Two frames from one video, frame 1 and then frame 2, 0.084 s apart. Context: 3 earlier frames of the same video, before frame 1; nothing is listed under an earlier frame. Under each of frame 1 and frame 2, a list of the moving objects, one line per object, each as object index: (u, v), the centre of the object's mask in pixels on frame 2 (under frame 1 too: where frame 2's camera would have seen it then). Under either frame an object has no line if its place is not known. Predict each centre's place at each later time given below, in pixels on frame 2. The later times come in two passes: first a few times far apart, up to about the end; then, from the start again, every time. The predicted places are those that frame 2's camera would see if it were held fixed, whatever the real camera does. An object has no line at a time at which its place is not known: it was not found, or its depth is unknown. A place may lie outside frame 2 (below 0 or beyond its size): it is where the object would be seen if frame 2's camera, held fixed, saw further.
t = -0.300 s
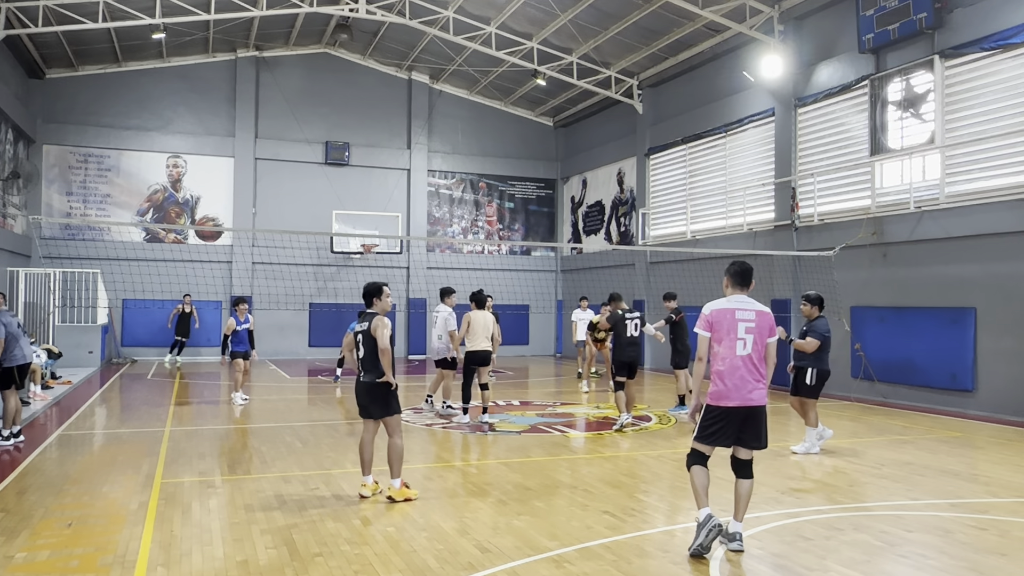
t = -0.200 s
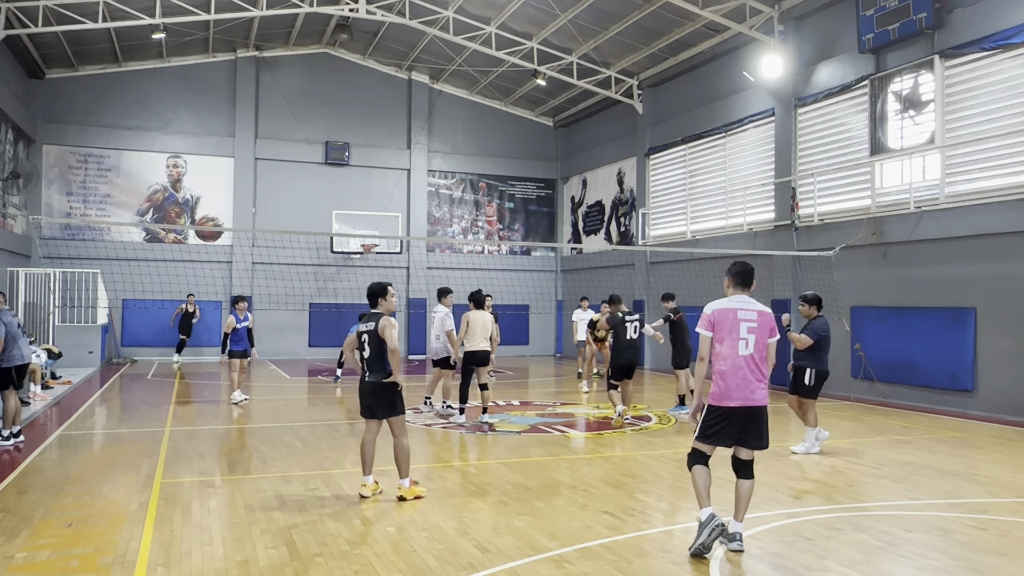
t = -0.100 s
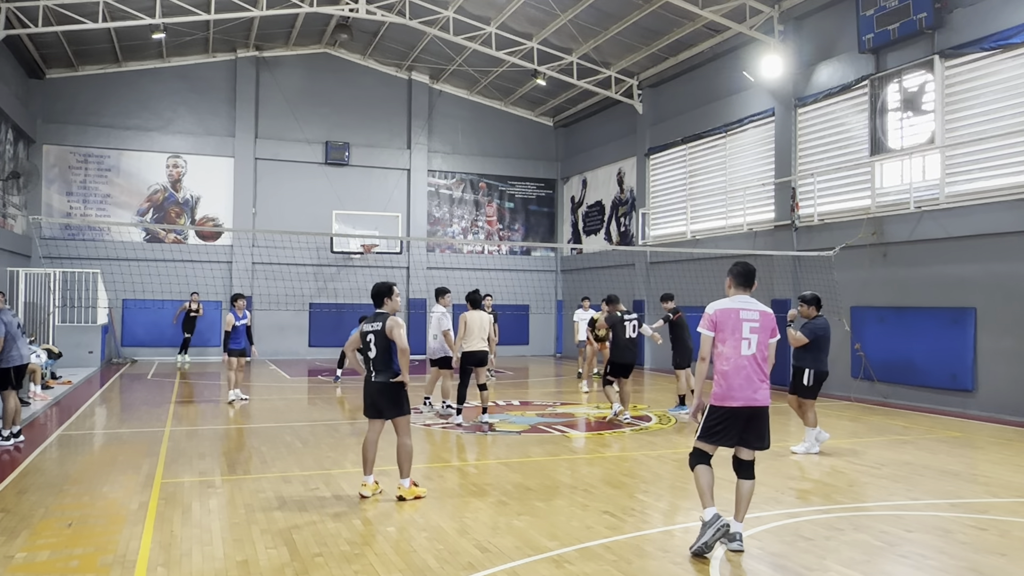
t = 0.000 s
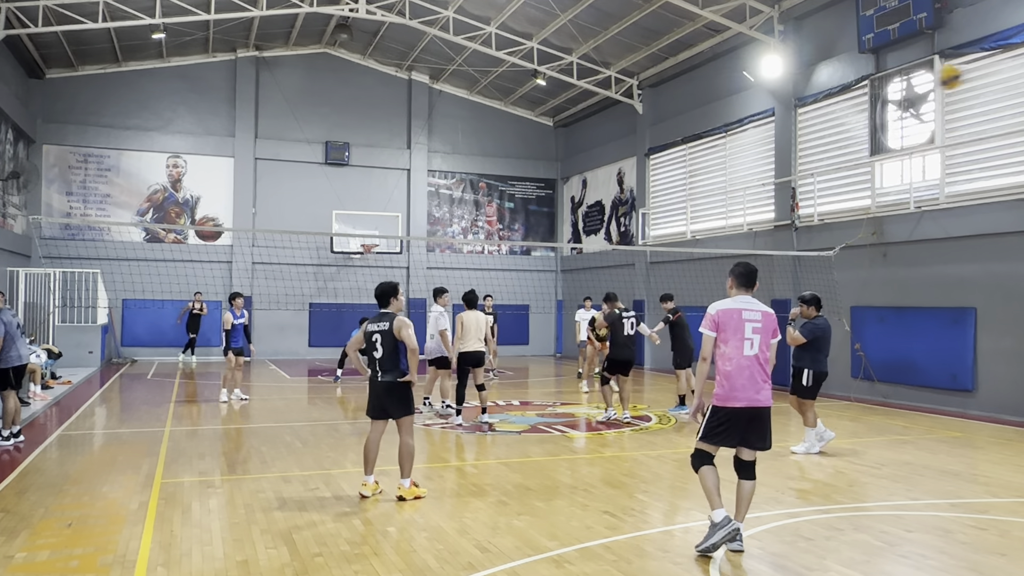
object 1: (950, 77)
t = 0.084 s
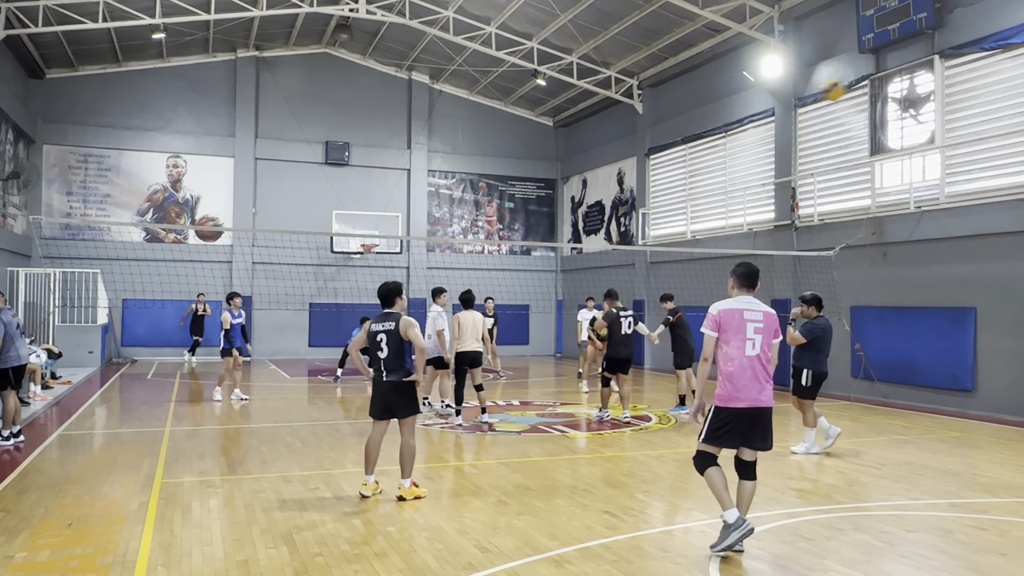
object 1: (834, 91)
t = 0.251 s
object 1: (684, 126)
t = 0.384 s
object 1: (608, 161)
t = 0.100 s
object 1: (813, 93)
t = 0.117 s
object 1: (797, 96)
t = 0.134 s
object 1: (781, 99)
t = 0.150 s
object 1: (764, 103)
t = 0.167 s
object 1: (748, 106)
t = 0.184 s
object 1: (734, 110)
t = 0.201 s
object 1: (721, 114)
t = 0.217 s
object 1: (708, 118)
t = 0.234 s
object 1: (696, 122)
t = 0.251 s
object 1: (684, 126)
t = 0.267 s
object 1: (674, 131)
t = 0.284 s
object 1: (662, 135)
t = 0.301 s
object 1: (652, 139)
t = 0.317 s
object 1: (643, 143)
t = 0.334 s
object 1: (634, 147)
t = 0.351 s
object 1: (625, 152)
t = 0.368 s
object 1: (616, 156)
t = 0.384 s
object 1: (608, 161)
